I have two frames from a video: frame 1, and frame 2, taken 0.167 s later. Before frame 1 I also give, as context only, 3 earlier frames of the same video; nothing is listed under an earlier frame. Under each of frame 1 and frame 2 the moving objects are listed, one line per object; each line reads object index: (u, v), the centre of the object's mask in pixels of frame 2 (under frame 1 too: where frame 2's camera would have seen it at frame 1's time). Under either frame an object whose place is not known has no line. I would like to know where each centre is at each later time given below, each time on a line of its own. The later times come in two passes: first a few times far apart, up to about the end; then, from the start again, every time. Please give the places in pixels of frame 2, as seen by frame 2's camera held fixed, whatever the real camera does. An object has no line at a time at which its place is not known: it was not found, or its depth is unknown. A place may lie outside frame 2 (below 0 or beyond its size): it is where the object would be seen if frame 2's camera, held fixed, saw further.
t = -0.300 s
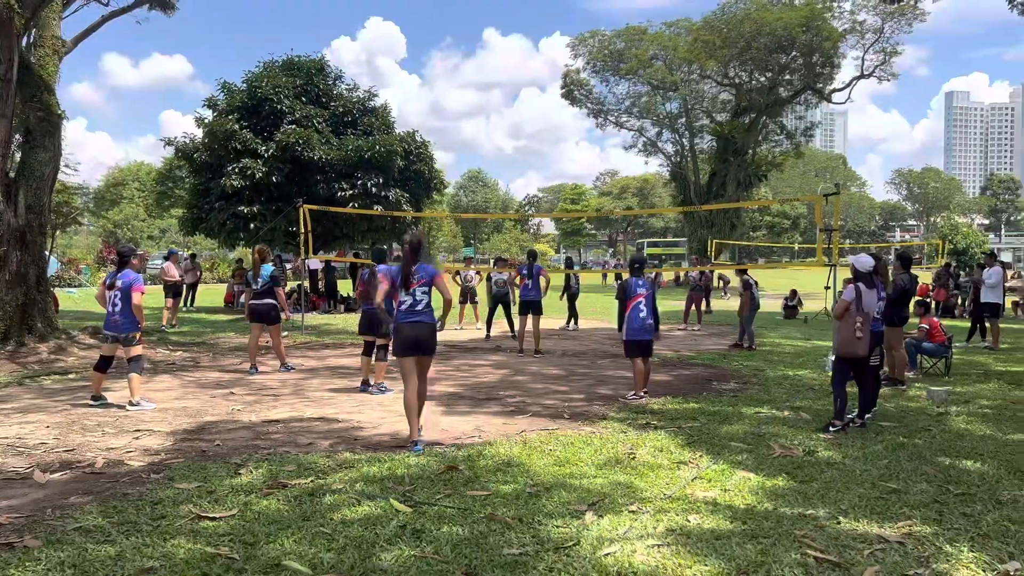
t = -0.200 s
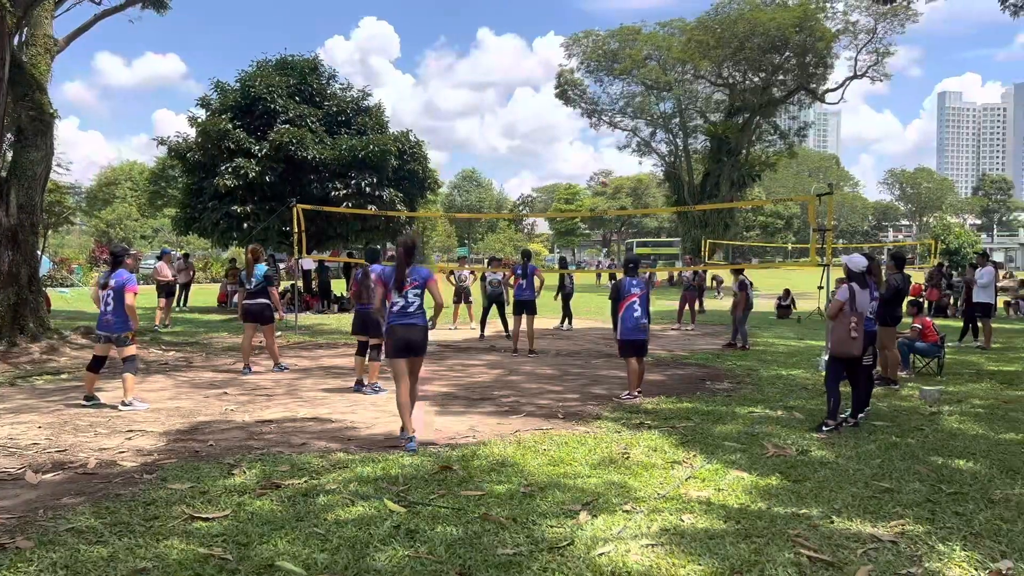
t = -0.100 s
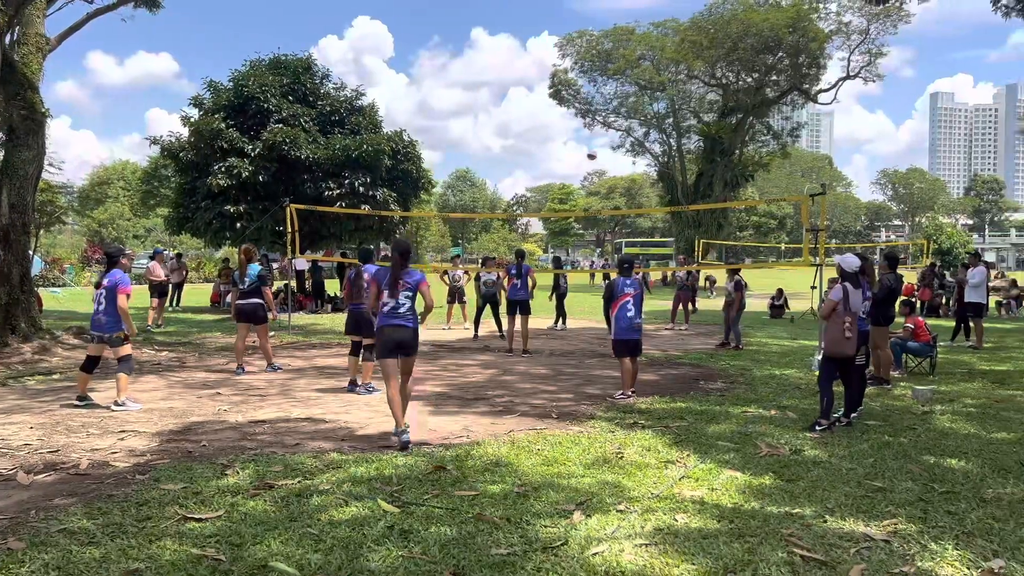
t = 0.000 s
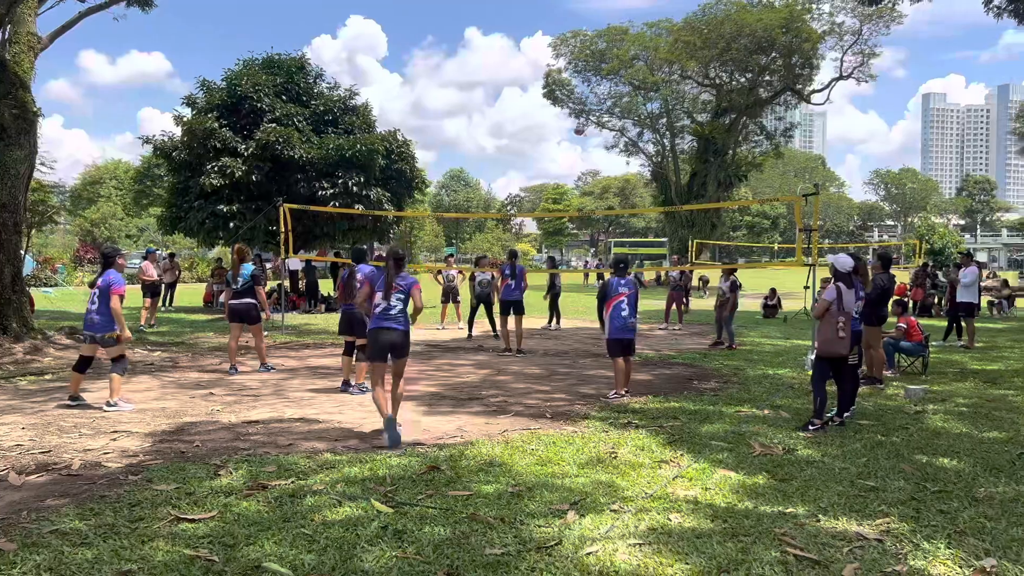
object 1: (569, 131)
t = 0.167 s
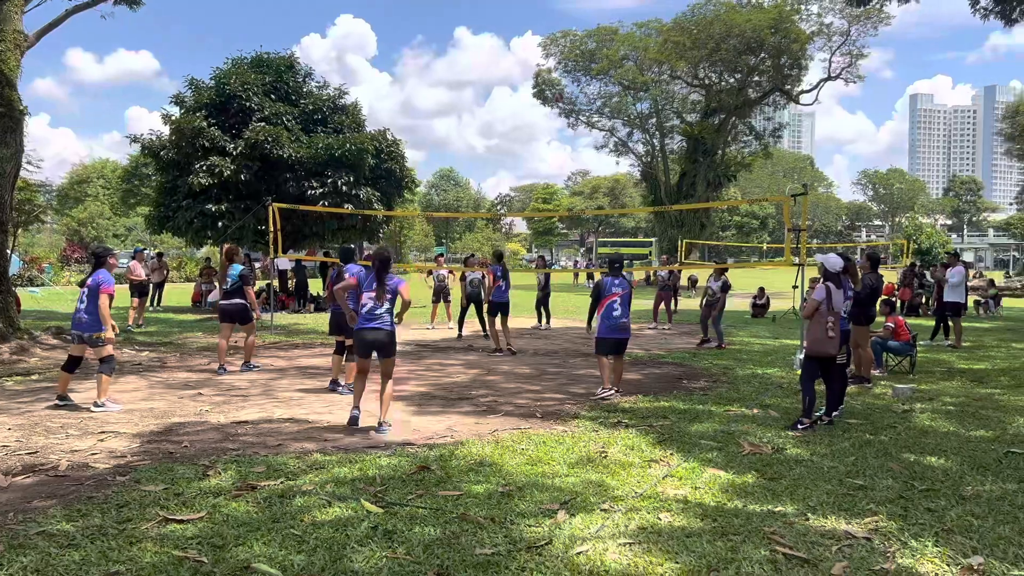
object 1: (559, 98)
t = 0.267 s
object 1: (549, 81)
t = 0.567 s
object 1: (521, 67)
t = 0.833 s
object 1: (486, 109)
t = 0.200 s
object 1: (555, 91)
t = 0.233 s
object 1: (553, 86)
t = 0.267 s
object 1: (549, 81)
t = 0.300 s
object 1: (548, 75)
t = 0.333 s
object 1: (545, 73)
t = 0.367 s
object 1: (542, 70)
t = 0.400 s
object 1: (538, 68)
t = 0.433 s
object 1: (535, 67)
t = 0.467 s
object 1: (532, 66)
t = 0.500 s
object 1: (528, 66)
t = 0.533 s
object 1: (525, 66)
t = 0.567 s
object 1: (521, 67)
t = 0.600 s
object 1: (517, 70)
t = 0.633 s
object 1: (513, 73)
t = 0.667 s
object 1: (509, 77)
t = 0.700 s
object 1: (504, 81)
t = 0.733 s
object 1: (500, 86)
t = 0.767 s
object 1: (495, 93)
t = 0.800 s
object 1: (491, 101)
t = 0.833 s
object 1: (486, 109)
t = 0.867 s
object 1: (480, 118)
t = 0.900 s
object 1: (475, 128)
